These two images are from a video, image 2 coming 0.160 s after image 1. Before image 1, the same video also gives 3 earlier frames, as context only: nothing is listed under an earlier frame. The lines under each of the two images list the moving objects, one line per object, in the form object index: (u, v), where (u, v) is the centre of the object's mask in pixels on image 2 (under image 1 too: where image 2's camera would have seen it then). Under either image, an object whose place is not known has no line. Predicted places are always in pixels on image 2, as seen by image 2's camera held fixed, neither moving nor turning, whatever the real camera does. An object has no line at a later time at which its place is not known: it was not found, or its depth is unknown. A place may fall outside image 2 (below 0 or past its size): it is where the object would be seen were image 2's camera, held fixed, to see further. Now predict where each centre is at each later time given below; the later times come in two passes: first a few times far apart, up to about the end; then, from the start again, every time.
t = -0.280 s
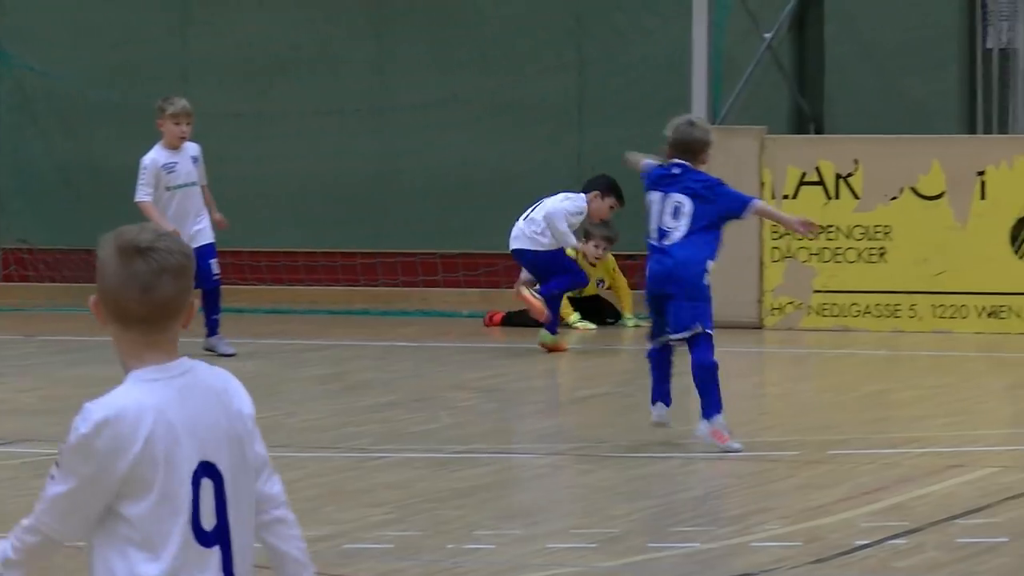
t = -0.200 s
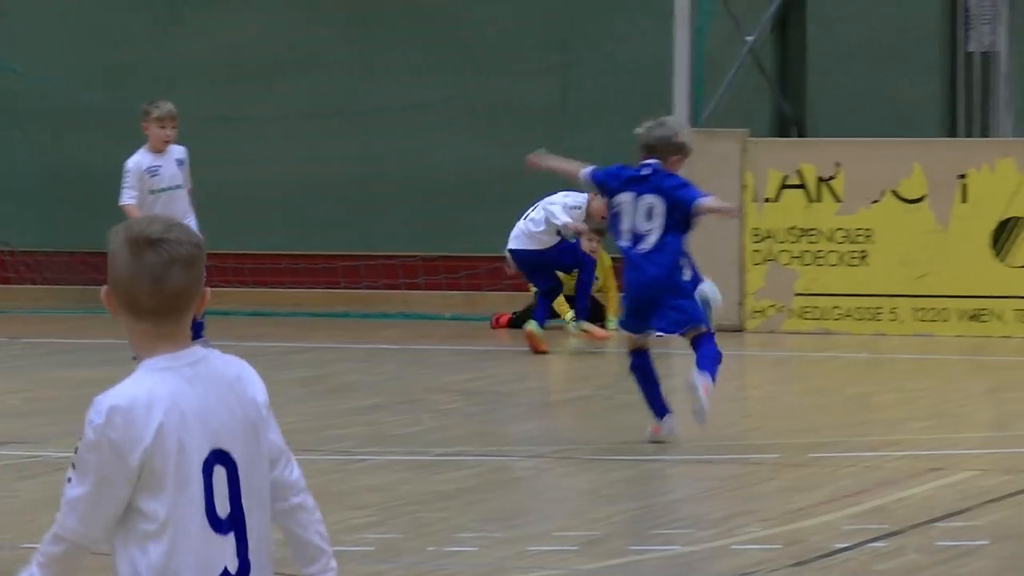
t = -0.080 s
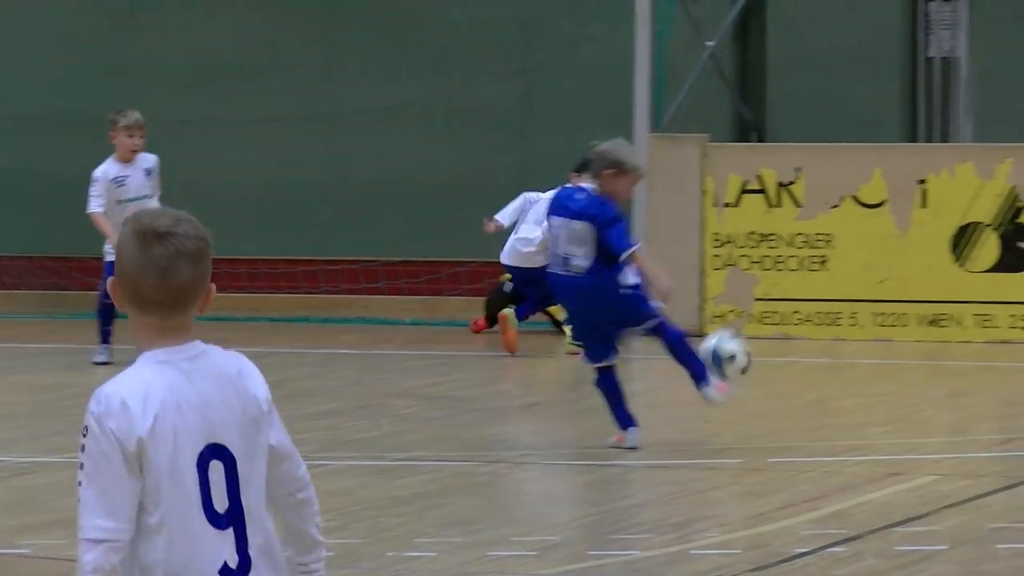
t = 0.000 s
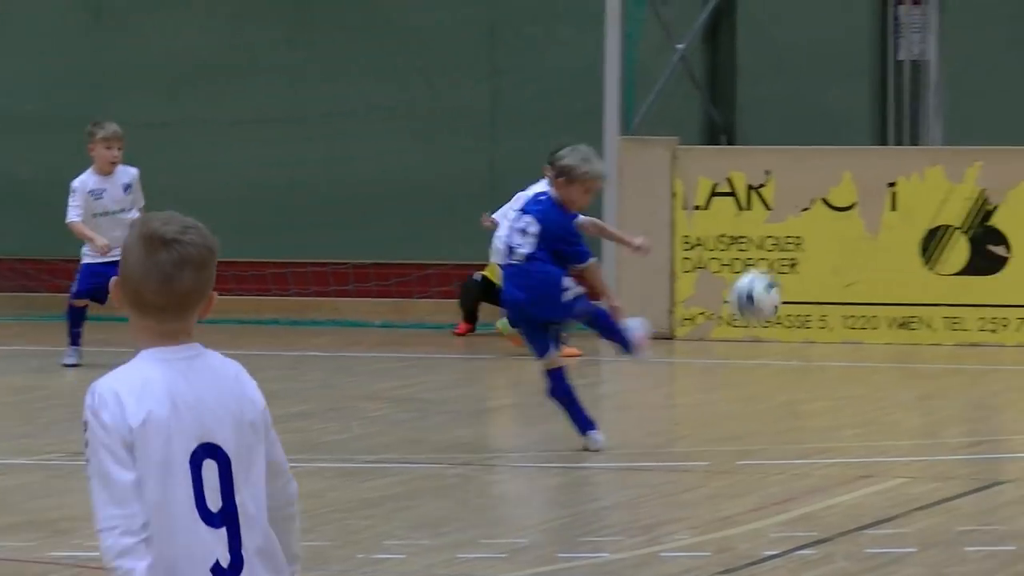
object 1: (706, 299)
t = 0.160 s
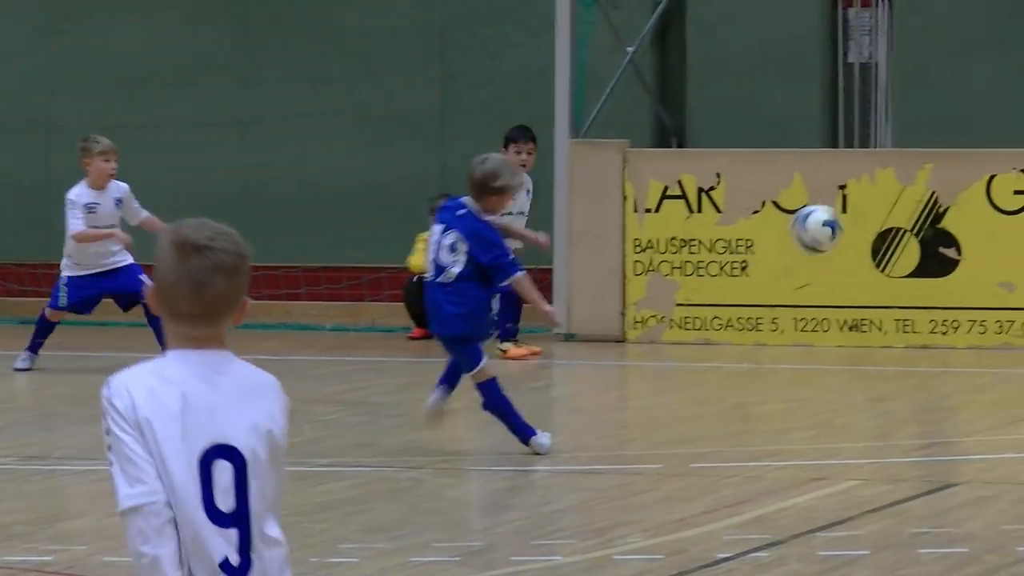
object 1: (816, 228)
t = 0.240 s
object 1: (866, 218)
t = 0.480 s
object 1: (1007, 268)
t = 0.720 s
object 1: (1099, 267)
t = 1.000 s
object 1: (1039, 196)
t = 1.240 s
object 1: (981, 265)
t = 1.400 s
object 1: (942, 363)
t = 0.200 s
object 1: (840, 222)
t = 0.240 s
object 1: (866, 218)
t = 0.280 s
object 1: (891, 219)
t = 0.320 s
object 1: (915, 223)
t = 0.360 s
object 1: (939, 231)
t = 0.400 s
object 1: (962, 240)
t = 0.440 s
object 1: (985, 252)
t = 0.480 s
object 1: (1007, 268)
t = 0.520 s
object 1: (1030, 286)
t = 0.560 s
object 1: (1052, 307)
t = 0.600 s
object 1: (1074, 334)
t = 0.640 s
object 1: (1099, 312)
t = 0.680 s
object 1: (1107, 289)
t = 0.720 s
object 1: (1099, 267)
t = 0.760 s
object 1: (1092, 249)
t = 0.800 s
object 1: (1083, 232)
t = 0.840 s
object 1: (1075, 219)
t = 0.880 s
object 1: (1066, 208)
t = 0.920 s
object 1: (1058, 202)
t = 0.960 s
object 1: (1049, 197)
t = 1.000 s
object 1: (1039, 196)
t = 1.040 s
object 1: (1029, 200)
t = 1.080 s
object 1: (1020, 207)
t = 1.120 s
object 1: (1011, 216)
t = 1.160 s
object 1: (1001, 229)
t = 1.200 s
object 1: (992, 244)
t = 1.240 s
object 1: (981, 265)
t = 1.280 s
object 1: (971, 289)
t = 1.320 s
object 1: (960, 317)
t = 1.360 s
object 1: (950, 350)
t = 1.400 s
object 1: (942, 363)
